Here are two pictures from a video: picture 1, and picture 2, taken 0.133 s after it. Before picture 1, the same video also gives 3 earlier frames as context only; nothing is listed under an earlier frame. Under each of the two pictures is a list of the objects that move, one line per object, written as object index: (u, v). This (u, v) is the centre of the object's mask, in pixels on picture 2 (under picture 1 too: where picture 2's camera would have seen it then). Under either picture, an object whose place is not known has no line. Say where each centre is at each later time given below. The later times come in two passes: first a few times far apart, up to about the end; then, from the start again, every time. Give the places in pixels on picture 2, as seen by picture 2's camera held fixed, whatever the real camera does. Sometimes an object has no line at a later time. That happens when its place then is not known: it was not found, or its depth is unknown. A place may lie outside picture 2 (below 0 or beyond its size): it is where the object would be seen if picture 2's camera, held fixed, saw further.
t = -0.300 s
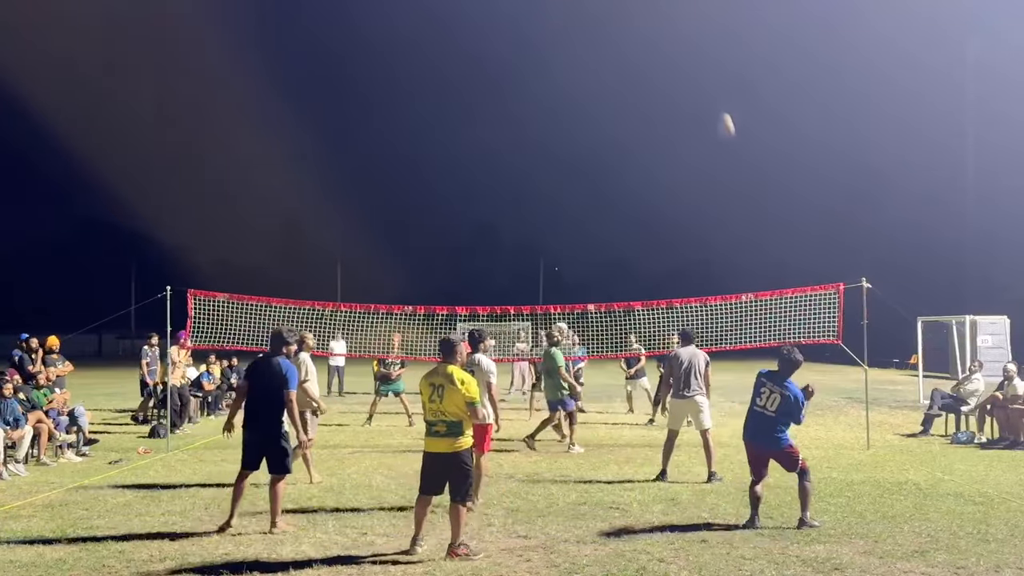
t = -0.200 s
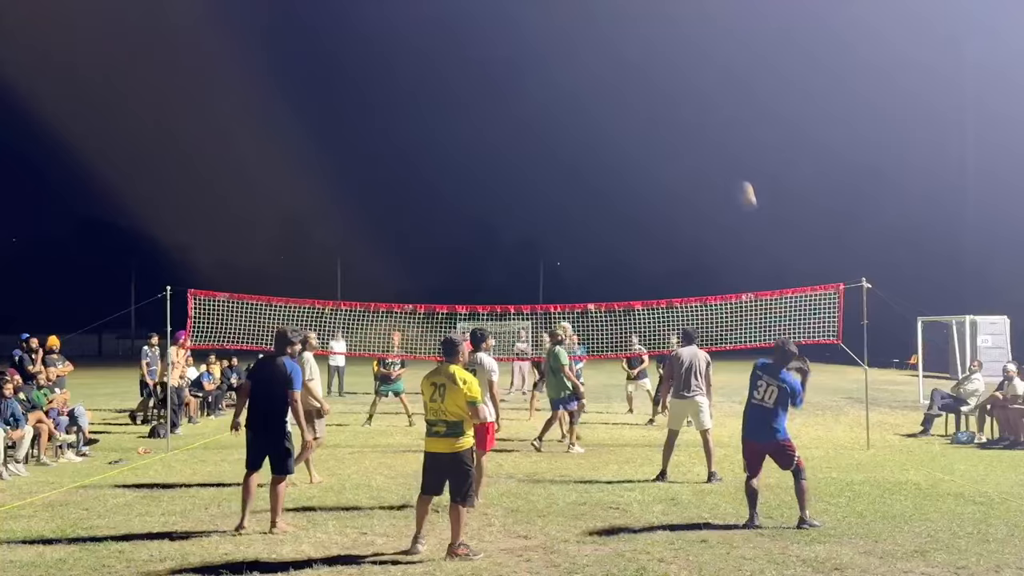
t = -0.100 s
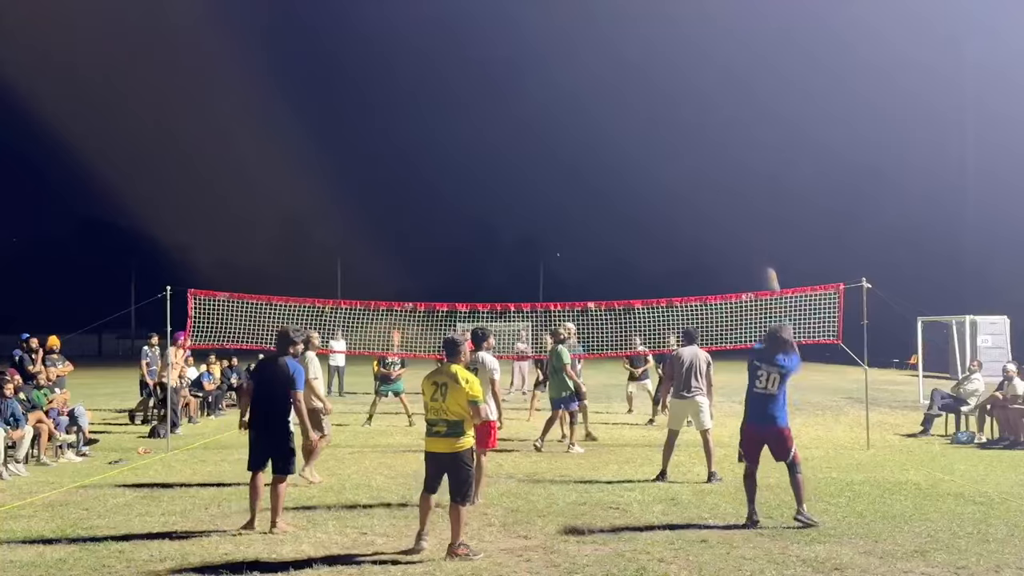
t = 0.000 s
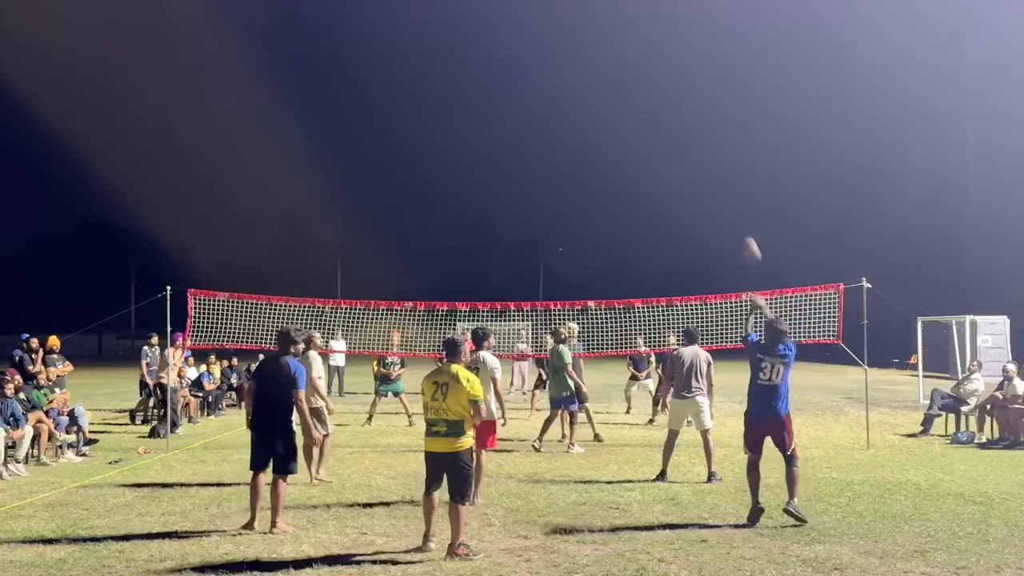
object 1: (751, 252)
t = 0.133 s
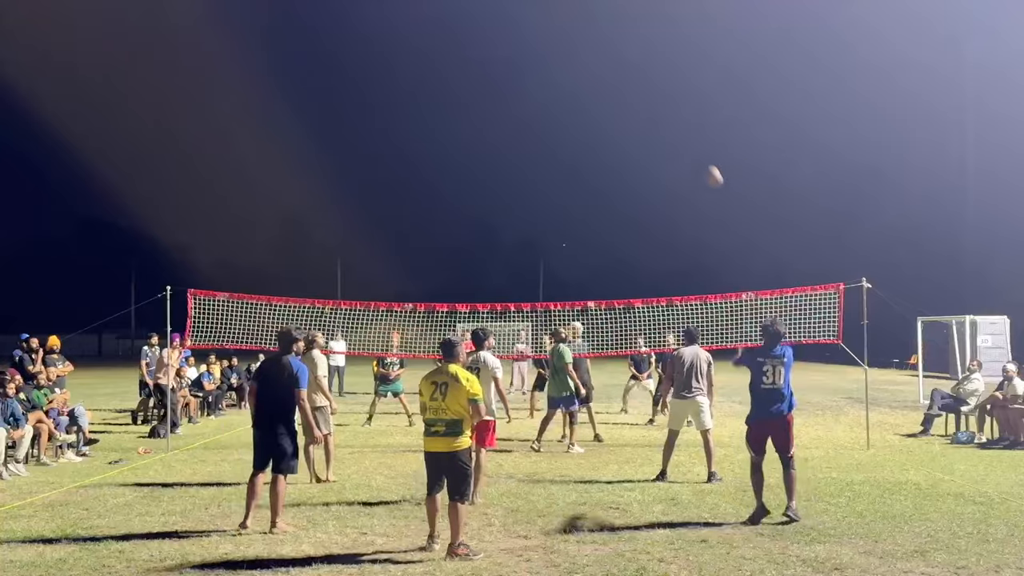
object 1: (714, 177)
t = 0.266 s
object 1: (684, 134)
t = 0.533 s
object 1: (639, 110)
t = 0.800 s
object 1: (608, 139)
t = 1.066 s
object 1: (585, 201)
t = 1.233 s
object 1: (573, 252)
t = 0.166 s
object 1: (706, 164)
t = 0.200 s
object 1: (698, 152)
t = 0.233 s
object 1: (691, 142)
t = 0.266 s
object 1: (684, 134)
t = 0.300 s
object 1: (677, 127)
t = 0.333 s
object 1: (671, 121)
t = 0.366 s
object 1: (666, 117)
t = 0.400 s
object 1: (660, 113)
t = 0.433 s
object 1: (654, 111)
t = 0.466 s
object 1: (649, 109)
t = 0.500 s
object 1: (644, 109)
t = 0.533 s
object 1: (639, 110)
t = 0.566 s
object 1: (635, 111)
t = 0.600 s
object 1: (631, 113)
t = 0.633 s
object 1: (627, 115)
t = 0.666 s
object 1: (623, 119)
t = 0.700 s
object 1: (619, 123)
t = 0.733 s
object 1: (615, 128)
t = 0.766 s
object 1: (612, 133)
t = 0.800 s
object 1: (608, 139)
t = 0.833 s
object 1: (605, 145)
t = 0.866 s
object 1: (602, 151)
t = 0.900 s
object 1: (599, 159)
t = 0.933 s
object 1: (596, 166)
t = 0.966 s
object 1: (593, 175)
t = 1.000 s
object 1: (591, 183)
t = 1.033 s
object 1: (588, 192)
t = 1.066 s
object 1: (585, 201)
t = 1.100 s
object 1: (582, 210)
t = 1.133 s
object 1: (580, 220)
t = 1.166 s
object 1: (578, 231)
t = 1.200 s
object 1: (575, 241)
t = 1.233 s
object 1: (573, 252)
